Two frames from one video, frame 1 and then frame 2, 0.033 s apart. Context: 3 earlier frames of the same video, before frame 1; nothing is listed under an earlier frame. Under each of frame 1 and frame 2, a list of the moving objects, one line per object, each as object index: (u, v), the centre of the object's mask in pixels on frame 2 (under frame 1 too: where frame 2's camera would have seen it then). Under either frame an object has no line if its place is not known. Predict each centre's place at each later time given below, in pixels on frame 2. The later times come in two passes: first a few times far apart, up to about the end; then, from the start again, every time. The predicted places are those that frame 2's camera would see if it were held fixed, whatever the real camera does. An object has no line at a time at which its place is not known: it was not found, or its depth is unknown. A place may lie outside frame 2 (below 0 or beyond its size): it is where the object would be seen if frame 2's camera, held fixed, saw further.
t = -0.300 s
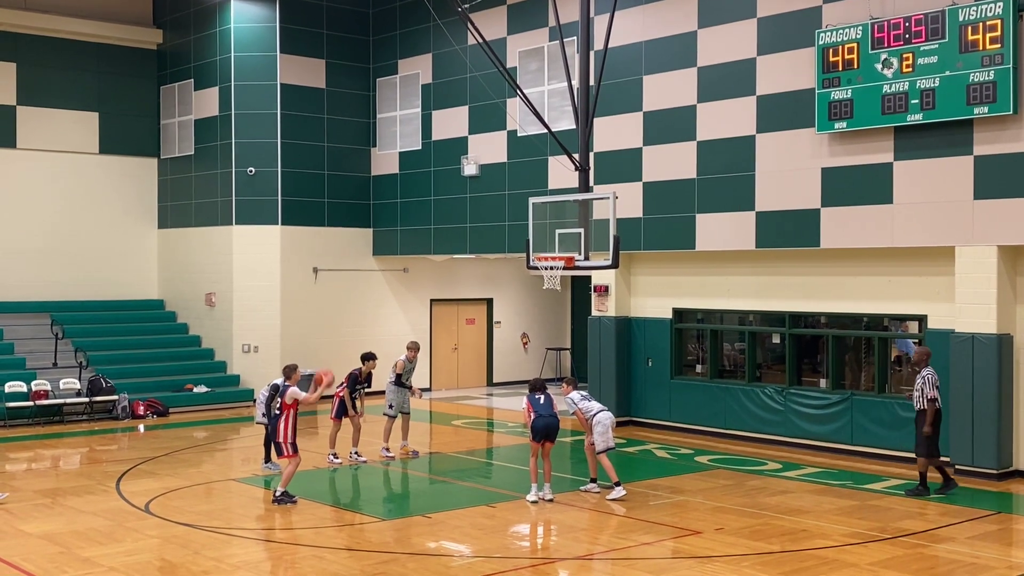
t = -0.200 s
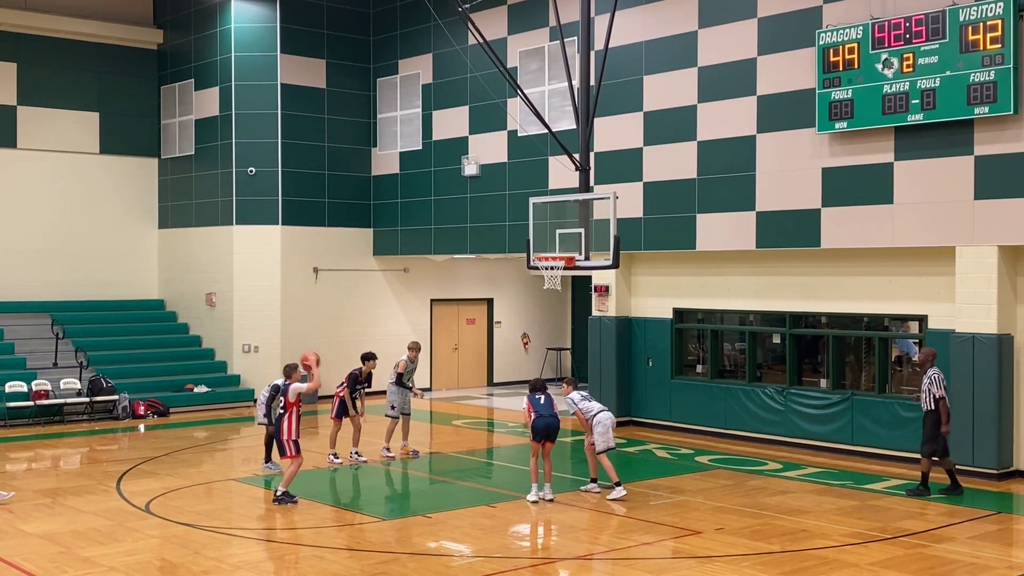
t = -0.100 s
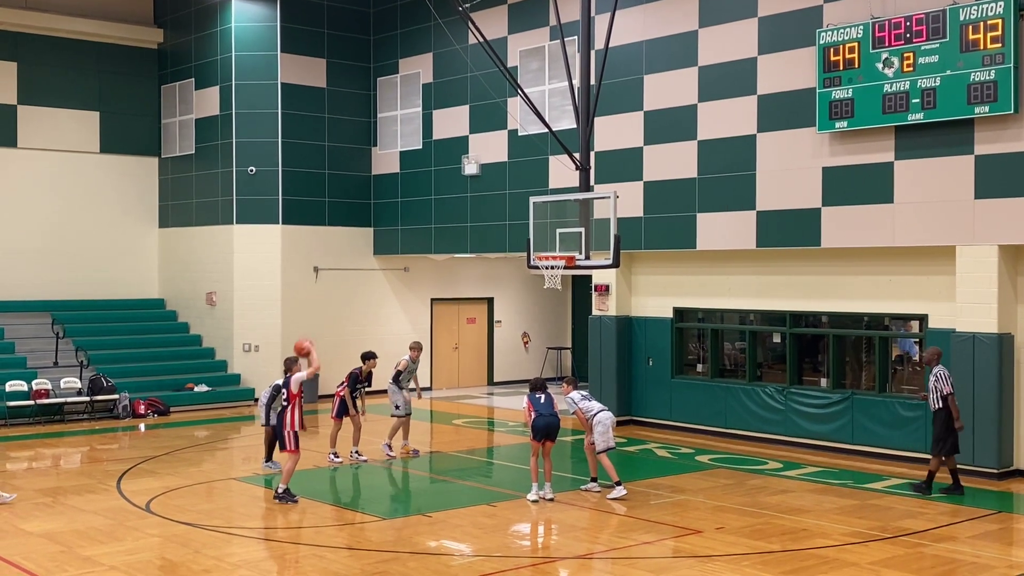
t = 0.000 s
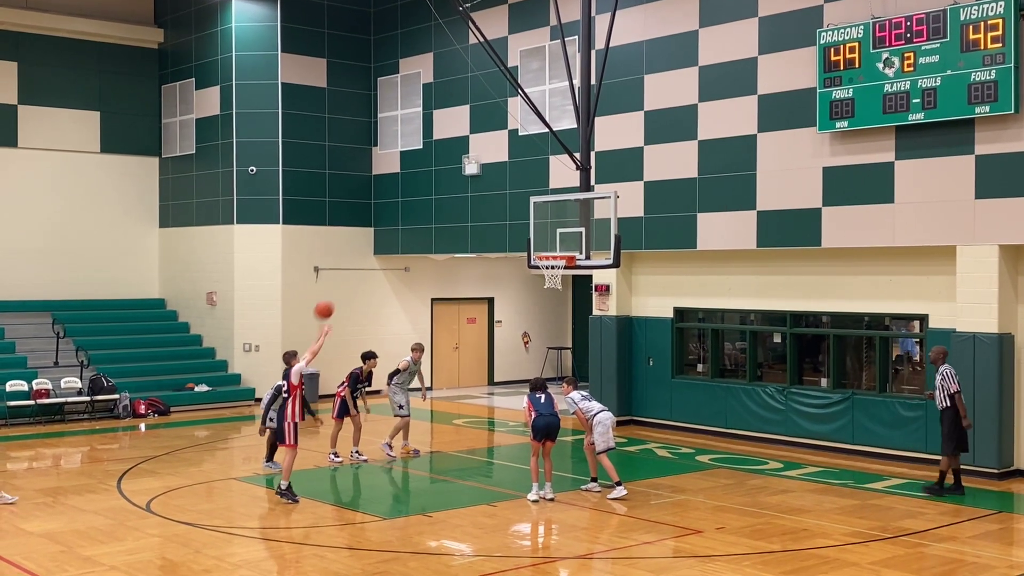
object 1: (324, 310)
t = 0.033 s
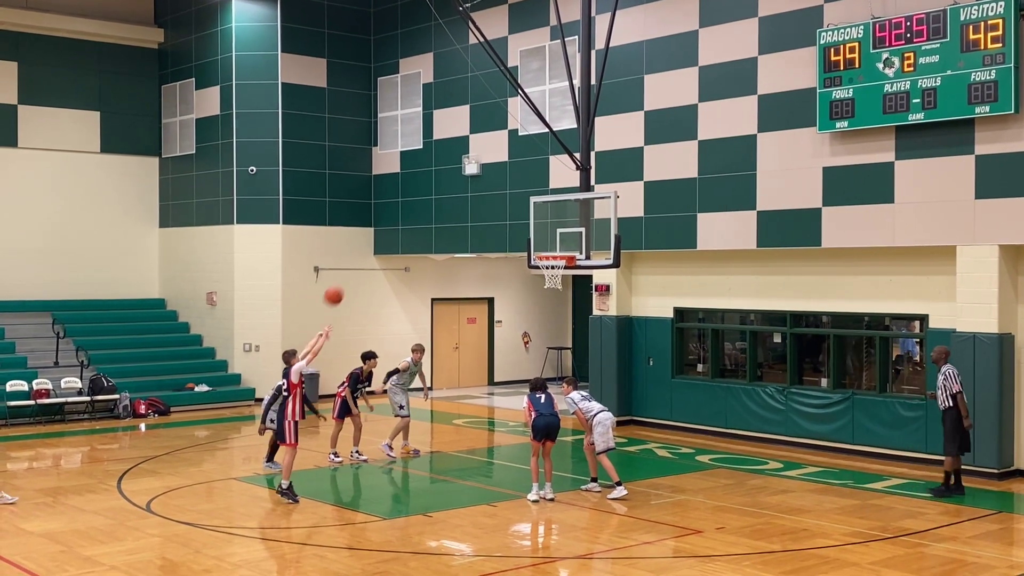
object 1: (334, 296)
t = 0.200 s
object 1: (381, 239)
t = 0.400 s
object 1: (431, 203)
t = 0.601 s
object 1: (478, 197)
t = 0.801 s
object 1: (521, 218)
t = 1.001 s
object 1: (555, 263)
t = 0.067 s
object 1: (343, 282)
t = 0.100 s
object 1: (352, 271)
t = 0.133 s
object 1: (362, 259)
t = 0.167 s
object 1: (372, 248)
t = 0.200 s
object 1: (381, 239)
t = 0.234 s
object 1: (389, 231)
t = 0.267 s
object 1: (398, 224)
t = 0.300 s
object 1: (406, 217)
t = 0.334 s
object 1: (415, 212)
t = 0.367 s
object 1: (423, 207)
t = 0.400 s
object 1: (431, 203)
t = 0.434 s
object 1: (439, 200)
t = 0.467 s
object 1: (447, 198)
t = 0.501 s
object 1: (455, 197)
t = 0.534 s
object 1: (463, 196)
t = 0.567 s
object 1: (470, 196)
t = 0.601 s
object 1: (478, 197)
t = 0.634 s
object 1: (485, 198)
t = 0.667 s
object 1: (493, 201)
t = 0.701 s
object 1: (500, 204)
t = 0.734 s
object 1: (507, 208)
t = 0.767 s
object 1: (514, 212)
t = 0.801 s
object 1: (521, 218)
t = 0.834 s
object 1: (527, 223)
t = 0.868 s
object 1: (535, 231)
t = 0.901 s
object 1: (542, 238)
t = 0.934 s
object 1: (548, 245)
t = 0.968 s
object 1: (554, 251)
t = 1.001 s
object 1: (555, 263)
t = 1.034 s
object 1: (553, 271)
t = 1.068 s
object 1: (549, 278)
